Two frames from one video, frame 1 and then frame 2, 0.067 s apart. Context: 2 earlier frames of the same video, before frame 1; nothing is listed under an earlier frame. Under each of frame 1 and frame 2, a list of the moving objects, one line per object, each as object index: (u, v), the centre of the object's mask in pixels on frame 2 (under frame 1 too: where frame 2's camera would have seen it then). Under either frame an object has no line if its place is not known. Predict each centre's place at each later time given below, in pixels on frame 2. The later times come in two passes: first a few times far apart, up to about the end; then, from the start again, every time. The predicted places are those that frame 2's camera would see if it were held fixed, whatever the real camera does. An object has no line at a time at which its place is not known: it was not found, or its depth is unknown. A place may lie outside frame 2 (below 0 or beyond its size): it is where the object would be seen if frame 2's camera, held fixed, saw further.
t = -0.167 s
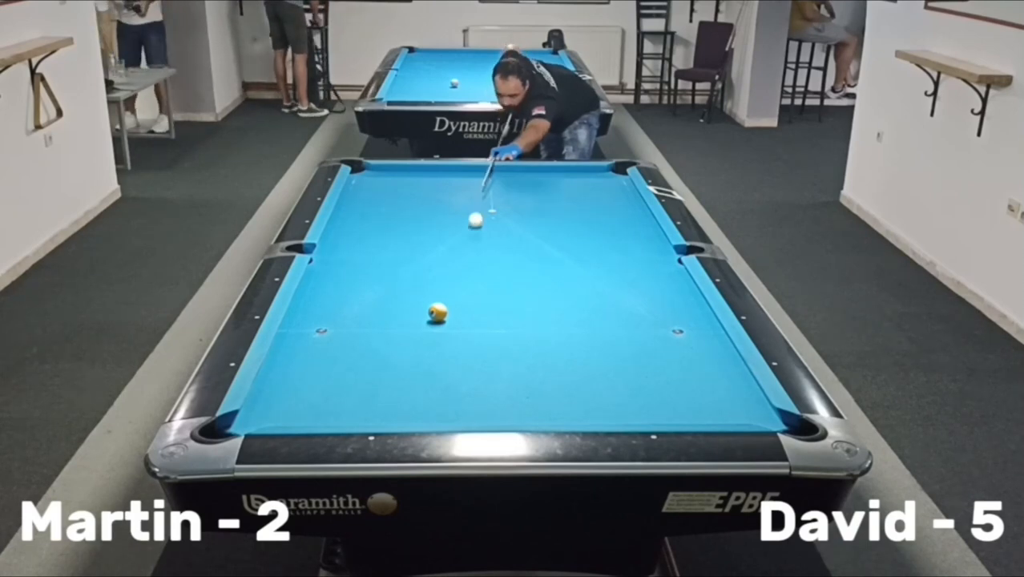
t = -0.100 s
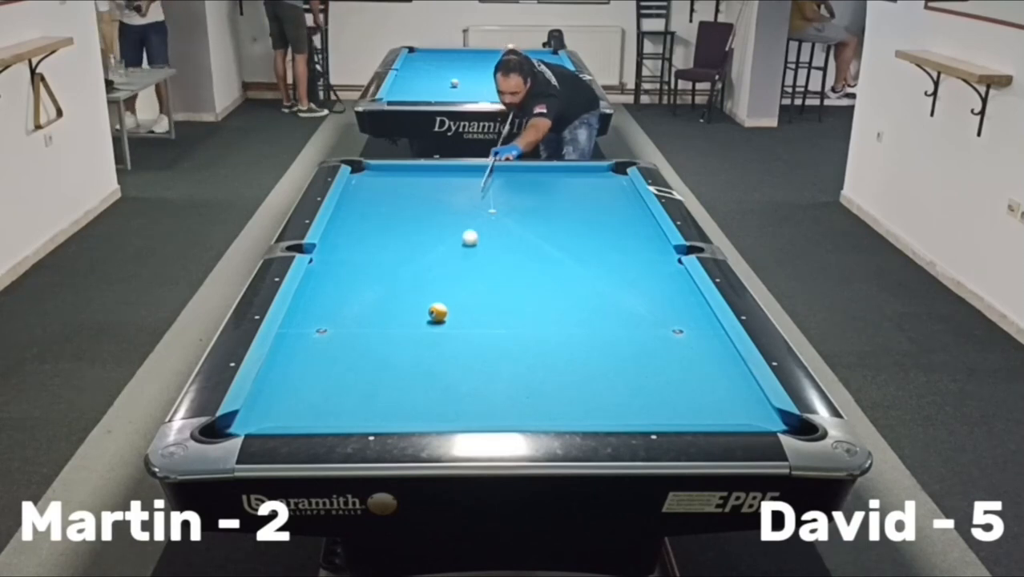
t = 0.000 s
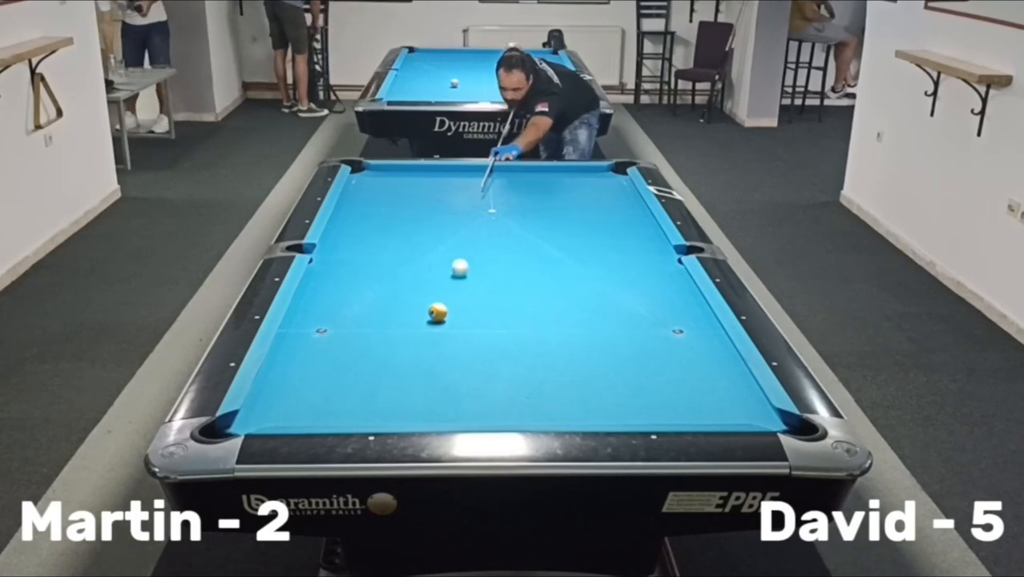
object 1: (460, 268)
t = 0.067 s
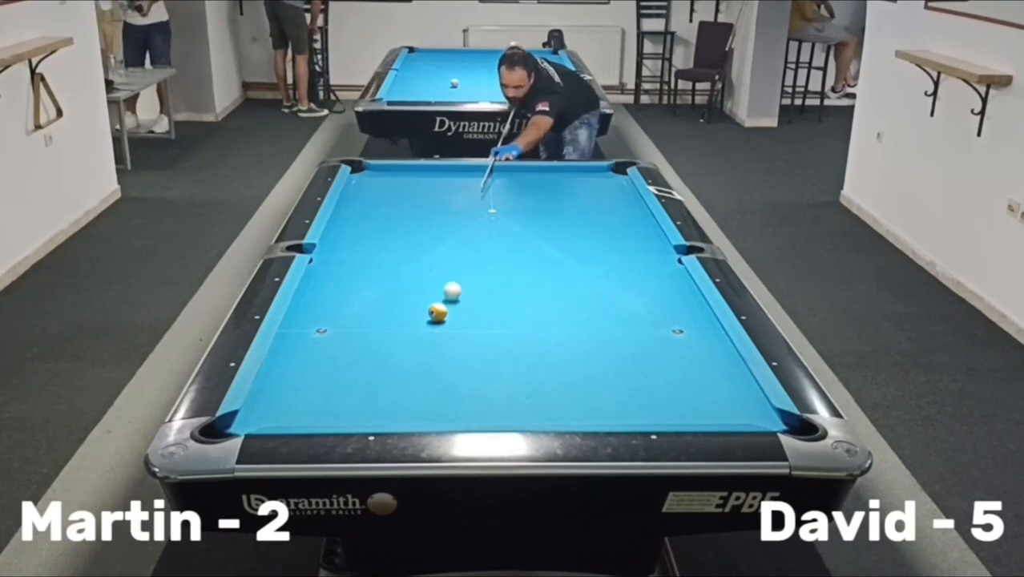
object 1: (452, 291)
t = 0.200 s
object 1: (481, 316)
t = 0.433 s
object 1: (551, 356)
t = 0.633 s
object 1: (617, 401)
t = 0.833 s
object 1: (670, 406)
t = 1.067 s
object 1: (709, 378)
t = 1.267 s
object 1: (727, 357)
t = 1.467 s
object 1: (695, 340)
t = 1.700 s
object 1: (662, 322)
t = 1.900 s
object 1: (637, 308)
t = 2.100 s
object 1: (614, 296)
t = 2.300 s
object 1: (593, 285)
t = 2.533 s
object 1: (570, 274)
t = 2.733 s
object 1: (553, 265)
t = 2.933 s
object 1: (536, 256)
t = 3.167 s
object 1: (519, 248)
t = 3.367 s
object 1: (505, 241)
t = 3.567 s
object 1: (492, 234)
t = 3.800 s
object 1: (478, 227)
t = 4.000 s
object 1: (468, 222)
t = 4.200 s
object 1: (458, 217)
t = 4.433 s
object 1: (447, 212)
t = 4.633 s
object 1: (438, 208)
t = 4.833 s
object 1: (430, 204)
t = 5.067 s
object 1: (421, 200)
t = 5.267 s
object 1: (415, 197)
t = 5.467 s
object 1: (409, 194)
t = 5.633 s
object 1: (403, 192)
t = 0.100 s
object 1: (450, 303)
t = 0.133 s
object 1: (458, 309)
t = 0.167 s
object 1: (470, 312)
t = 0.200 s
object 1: (481, 316)
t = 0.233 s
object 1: (492, 321)
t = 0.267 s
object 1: (502, 325)
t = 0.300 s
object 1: (512, 331)
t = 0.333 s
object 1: (522, 337)
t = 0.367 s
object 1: (531, 343)
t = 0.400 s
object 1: (541, 350)
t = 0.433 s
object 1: (551, 356)
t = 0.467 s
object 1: (561, 363)
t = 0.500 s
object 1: (572, 370)
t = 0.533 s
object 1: (583, 378)
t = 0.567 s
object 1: (594, 385)
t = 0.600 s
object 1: (606, 393)
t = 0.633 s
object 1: (617, 401)
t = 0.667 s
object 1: (630, 410)
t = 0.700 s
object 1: (642, 415)
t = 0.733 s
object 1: (652, 416)
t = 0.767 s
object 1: (658, 413)
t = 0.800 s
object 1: (664, 411)
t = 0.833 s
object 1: (670, 406)
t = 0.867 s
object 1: (676, 402)
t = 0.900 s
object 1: (682, 398)
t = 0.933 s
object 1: (688, 394)
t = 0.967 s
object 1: (693, 390)
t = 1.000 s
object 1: (699, 385)
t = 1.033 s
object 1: (704, 382)
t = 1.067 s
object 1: (709, 378)
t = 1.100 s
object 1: (714, 374)
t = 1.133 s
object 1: (719, 370)
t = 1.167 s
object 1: (724, 367)
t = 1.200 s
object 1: (729, 363)
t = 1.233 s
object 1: (733, 360)
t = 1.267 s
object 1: (727, 357)
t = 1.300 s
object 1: (721, 354)
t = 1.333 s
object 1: (716, 351)
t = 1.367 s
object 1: (710, 348)
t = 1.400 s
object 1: (705, 345)
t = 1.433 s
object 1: (700, 342)
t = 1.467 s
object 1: (695, 340)
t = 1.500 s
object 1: (690, 337)
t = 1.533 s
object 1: (685, 334)
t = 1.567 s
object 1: (681, 332)
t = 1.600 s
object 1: (676, 329)
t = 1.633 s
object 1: (671, 327)
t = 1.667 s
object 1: (667, 324)
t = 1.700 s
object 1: (662, 322)
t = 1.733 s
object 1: (658, 320)
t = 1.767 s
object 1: (654, 317)
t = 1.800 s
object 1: (649, 315)
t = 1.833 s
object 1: (645, 313)
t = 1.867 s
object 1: (641, 311)
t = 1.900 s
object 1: (637, 308)
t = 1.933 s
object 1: (633, 306)
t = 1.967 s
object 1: (629, 305)
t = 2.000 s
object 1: (625, 302)
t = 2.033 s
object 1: (621, 300)
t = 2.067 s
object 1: (618, 299)
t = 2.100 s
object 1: (614, 296)
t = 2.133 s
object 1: (610, 295)
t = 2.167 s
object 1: (607, 293)
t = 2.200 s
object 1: (603, 291)
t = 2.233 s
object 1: (600, 289)
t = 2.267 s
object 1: (596, 287)
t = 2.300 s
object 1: (593, 285)
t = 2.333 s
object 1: (589, 284)
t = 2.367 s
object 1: (586, 282)
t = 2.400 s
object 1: (583, 280)
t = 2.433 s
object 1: (580, 278)
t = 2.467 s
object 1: (576, 277)
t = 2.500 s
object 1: (573, 275)
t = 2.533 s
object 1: (570, 274)
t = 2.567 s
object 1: (567, 272)
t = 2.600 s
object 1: (564, 271)
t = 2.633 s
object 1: (561, 269)
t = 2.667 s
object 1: (558, 268)
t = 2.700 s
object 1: (556, 266)
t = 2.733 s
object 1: (553, 265)
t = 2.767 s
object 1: (550, 263)
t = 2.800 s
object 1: (547, 262)
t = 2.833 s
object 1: (544, 260)
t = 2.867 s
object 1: (542, 259)
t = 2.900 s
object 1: (539, 258)
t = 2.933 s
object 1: (536, 256)
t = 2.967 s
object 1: (534, 255)
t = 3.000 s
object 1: (531, 254)
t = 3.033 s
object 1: (529, 253)
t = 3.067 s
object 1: (526, 251)
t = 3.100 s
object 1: (524, 250)
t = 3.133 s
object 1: (521, 249)
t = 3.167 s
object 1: (519, 248)
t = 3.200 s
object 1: (516, 246)
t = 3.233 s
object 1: (514, 245)
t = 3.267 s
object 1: (512, 244)
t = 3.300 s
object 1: (509, 243)
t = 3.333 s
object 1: (507, 242)
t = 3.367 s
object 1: (505, 241)
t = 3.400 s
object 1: (503, 240)
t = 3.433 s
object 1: (501, 238)
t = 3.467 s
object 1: (498, 237)
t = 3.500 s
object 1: (496, 236)
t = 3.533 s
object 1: (494, 236)
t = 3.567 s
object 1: (492, 234)
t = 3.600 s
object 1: (490, 233)
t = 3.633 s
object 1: (488, 232)
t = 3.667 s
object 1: (486, 231)
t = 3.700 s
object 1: (484, 230)
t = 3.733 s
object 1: (482, 229)
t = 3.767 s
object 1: (480, 228)
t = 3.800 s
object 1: (478, 227)
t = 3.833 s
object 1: (476, 227)
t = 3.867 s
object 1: (475, 226)
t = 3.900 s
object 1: (473, 225)
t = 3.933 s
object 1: (471, 224)
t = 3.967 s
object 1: (469, 223)
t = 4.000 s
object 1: (468, 222)
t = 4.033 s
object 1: (466, 221)
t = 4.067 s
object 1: (464, 220)
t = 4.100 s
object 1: (462, 219)
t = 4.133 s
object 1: (461, 219)
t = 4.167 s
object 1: (459, 218)
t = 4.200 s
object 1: (458, 217)
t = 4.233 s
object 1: (456, 216)
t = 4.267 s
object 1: (454, 216)
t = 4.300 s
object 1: (453, 215)
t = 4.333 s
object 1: (451, 214)
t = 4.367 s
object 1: (449, 213)
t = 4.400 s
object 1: (448, 213)
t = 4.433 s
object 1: (447, 212)
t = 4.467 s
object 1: (445, 211)
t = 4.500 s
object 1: (443, 210)
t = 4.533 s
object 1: (442, 210)
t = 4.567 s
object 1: (441, 209)
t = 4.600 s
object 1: (439, 208)
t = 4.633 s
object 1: (438, 208)
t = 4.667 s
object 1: (437, 207)
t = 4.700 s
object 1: (435, 206)
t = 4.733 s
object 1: (434, 206)
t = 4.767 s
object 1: (432, 205)
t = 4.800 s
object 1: (431, 205)
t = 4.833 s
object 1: (430, 204)
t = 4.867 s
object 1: (429, 203)
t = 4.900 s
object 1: (428, 203)
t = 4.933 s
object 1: (426, 202)
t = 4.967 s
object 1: (425, 201)
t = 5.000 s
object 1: (424, 201)
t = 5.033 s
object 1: (423, 200)
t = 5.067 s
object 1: (421, 200)
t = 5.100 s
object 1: (420, 200)
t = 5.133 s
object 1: (419, 199)
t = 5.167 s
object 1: (418, 198)
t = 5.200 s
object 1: (417, 198)
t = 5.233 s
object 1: (416, 197)
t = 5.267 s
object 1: (415, 197)
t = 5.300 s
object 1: (414, 196)
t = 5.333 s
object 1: (412, 196)
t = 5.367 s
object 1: (411, 195)
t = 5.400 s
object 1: (410, 195)
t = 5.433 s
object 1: (409, 194)
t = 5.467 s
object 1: (409, 194)
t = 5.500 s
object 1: (407, 194)
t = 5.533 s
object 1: (406, 193)
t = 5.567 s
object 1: (405, 193)
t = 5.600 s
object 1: (404, 192)
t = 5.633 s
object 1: (403, 192)
